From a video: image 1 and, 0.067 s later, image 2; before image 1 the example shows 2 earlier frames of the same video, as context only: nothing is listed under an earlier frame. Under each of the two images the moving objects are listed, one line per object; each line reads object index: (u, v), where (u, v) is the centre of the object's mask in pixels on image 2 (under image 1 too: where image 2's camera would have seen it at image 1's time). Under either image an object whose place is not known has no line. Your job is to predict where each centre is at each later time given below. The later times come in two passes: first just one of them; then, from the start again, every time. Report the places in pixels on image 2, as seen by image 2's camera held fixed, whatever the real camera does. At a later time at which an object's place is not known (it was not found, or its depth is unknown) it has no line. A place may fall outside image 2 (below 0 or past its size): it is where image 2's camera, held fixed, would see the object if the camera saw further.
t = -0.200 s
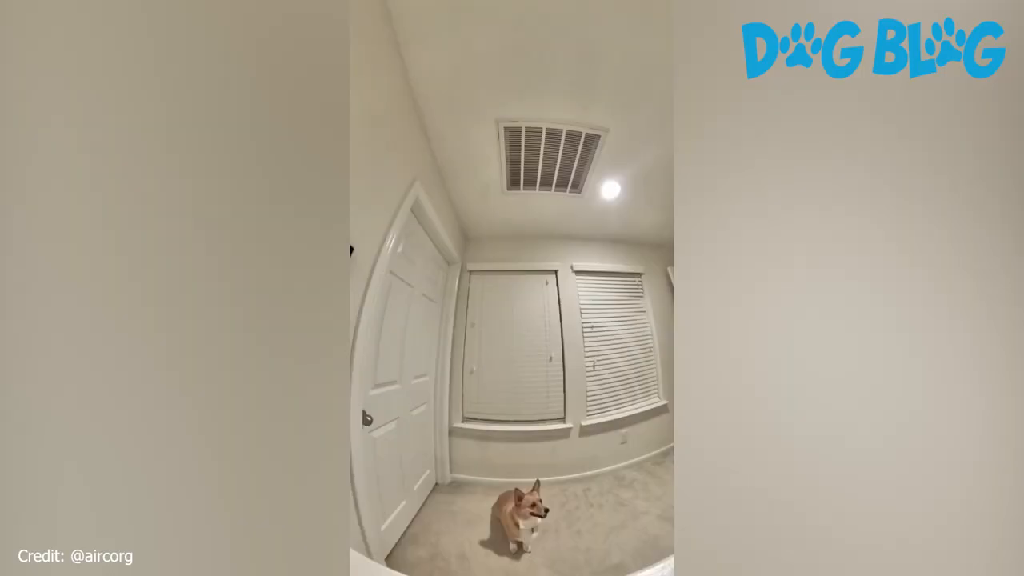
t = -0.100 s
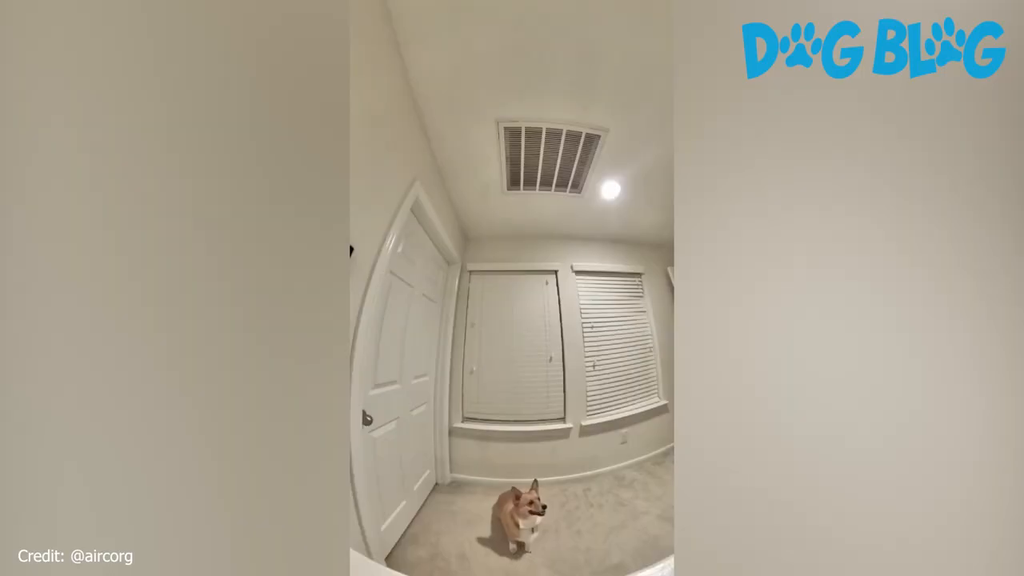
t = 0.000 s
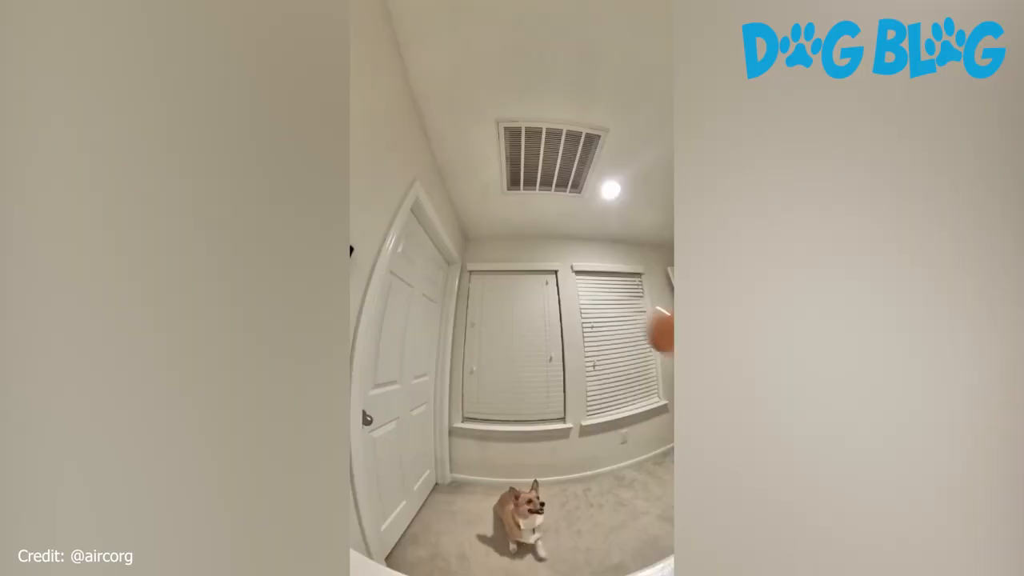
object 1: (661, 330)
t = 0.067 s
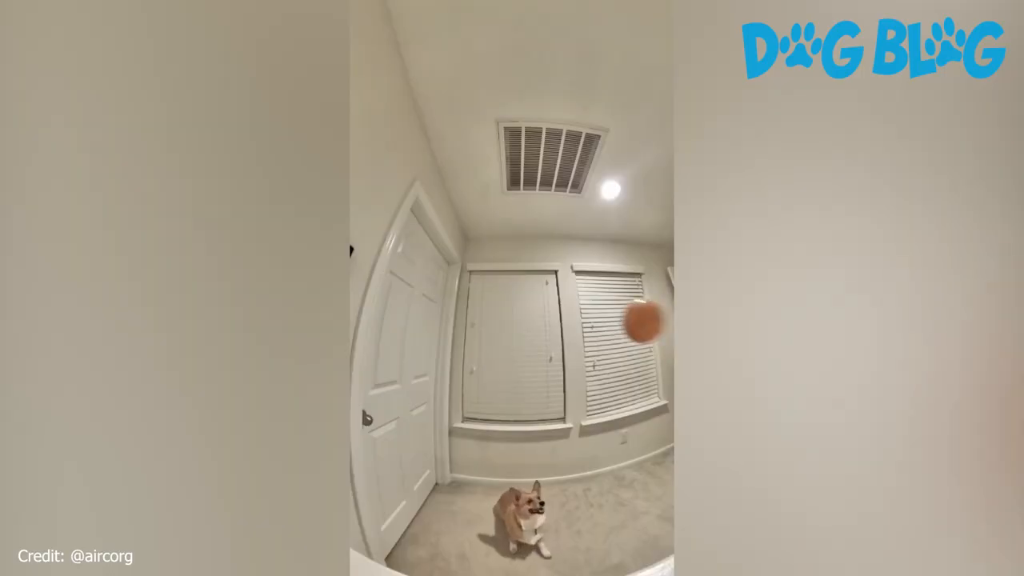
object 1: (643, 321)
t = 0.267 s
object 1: (584, 348)
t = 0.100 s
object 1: (631, 320)
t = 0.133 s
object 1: (621, 321)
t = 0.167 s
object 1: (611, 325)
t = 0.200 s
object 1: (601, 330)
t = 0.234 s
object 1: (592, 338)
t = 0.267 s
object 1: (584, 348)
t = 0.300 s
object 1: (575, 359)
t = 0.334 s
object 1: (567, 372)
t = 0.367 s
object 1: (560, 386)
